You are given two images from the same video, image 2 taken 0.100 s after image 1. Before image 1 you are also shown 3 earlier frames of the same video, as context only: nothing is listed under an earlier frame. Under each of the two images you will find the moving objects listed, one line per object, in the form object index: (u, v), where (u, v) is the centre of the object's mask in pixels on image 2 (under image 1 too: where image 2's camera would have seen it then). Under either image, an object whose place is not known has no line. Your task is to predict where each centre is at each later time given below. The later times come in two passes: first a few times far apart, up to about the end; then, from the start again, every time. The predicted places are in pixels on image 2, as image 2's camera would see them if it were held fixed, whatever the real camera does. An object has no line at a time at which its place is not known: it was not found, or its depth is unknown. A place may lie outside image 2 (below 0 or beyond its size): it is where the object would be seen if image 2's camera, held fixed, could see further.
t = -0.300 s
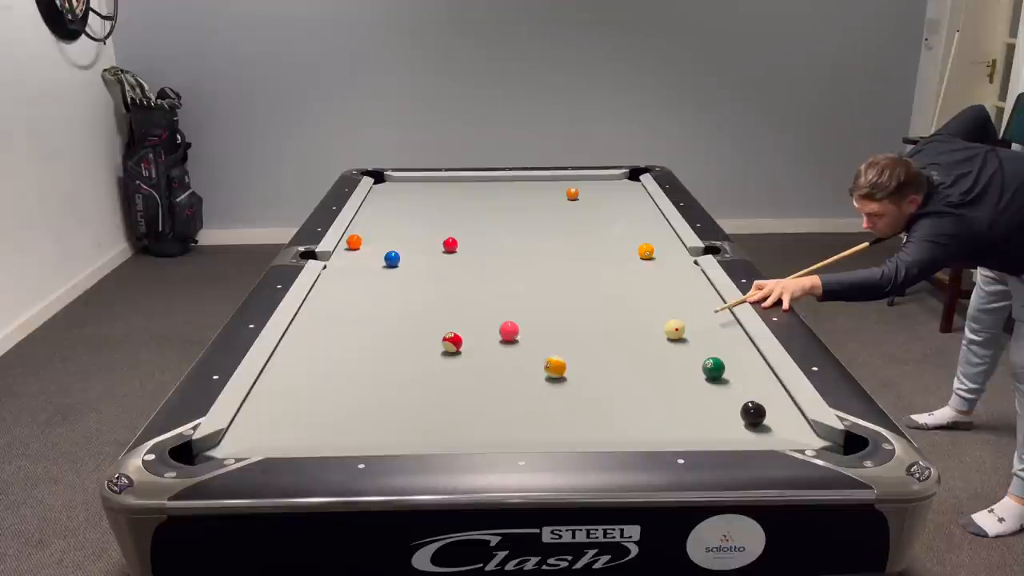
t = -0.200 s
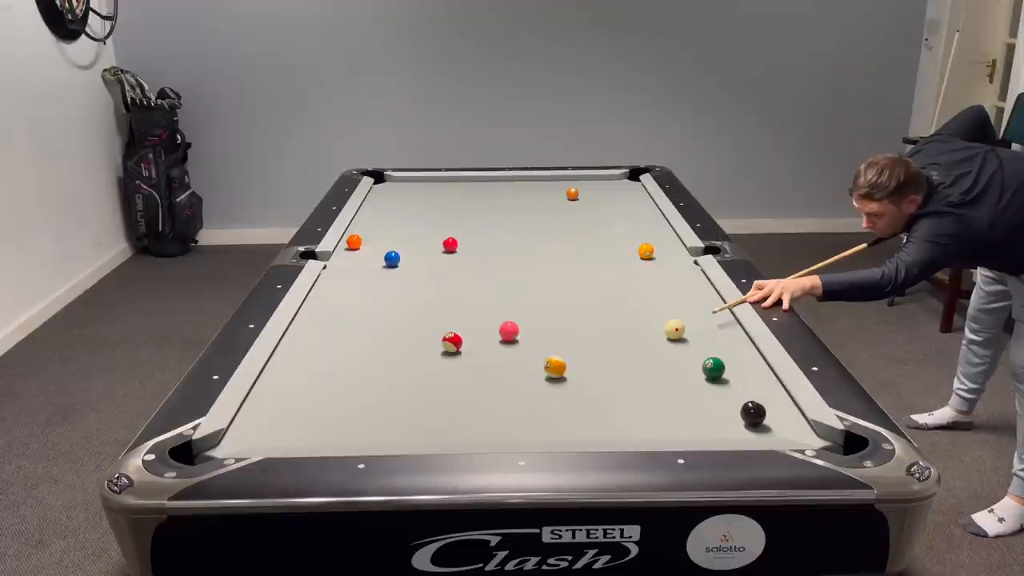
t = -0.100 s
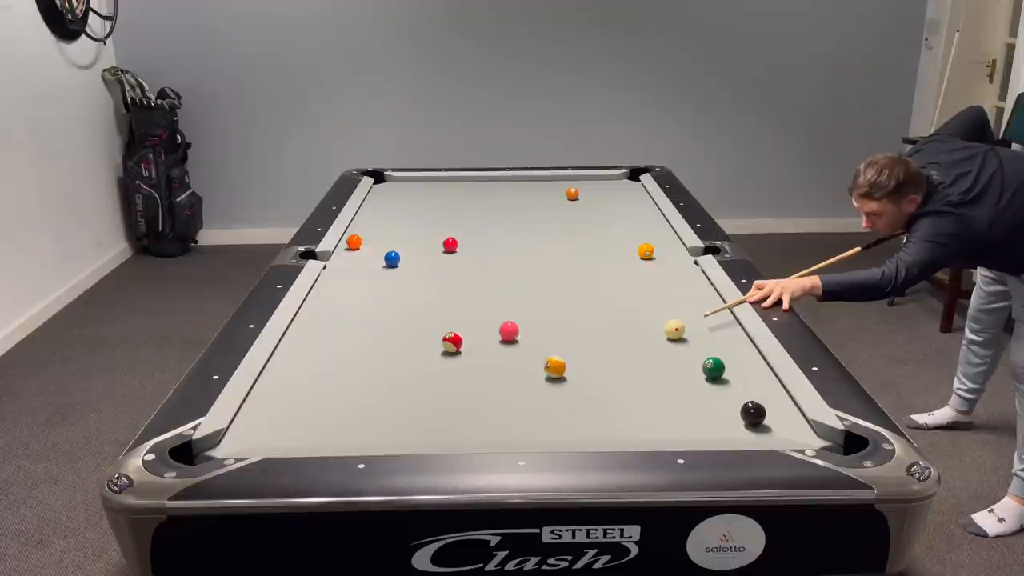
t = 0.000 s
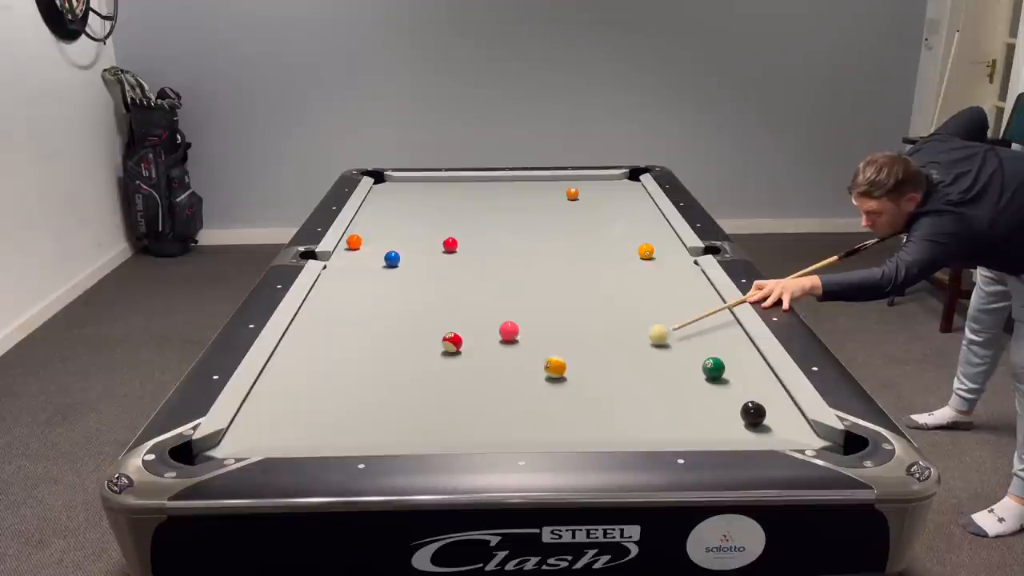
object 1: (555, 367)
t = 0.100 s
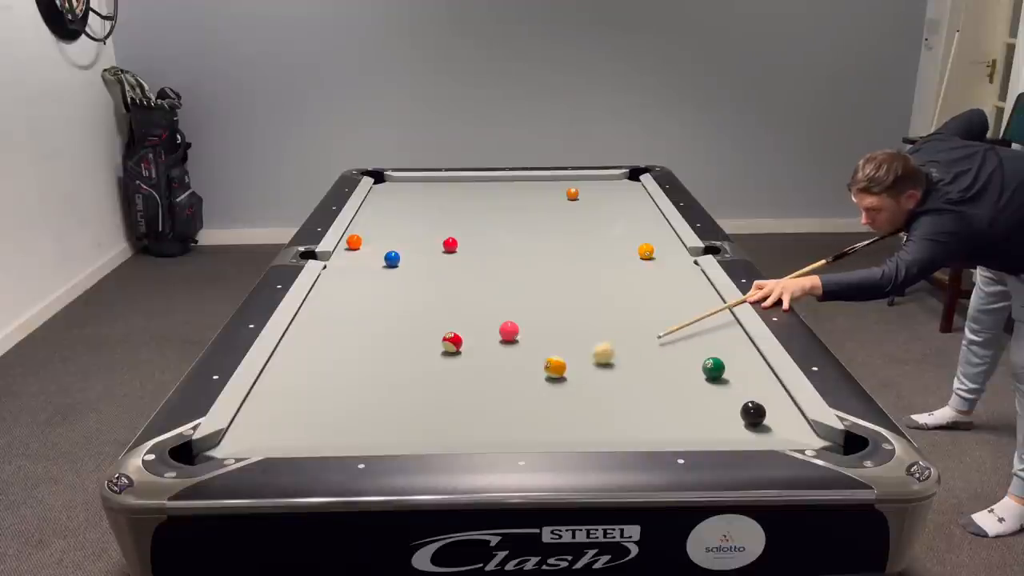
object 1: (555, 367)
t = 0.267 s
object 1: (488, 383)
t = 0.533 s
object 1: (346, 417)
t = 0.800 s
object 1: (202, 450)
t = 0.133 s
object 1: (555, 367)
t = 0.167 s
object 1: (547, 369)
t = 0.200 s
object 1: (527, 374)
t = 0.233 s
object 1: (507, 378)
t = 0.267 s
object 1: (488, 383)
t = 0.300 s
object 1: (469, 388)
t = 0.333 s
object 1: (450, 392)
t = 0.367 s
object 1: (432, 397)
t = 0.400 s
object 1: (413, 401)
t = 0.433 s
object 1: (397, 404)
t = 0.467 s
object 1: (380, 409)
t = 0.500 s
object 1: (363, 412)
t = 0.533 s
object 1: (346, 417)
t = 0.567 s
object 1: (329, 421)
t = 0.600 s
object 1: (313, 424)
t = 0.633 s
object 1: (295, 428)
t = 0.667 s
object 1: (277, 432)
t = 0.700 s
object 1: (259, 435)
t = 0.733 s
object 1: (240, 439)
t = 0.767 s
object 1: (221, 444)
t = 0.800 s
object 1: (202, 450)
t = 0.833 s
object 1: (188, 457)
